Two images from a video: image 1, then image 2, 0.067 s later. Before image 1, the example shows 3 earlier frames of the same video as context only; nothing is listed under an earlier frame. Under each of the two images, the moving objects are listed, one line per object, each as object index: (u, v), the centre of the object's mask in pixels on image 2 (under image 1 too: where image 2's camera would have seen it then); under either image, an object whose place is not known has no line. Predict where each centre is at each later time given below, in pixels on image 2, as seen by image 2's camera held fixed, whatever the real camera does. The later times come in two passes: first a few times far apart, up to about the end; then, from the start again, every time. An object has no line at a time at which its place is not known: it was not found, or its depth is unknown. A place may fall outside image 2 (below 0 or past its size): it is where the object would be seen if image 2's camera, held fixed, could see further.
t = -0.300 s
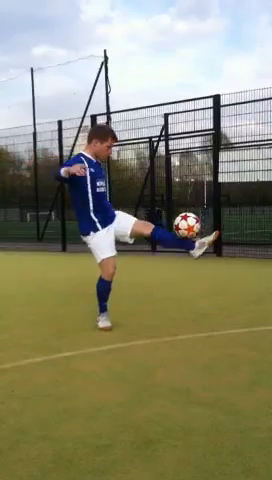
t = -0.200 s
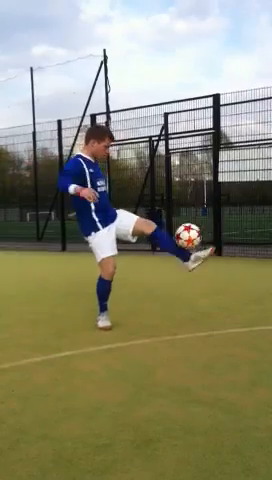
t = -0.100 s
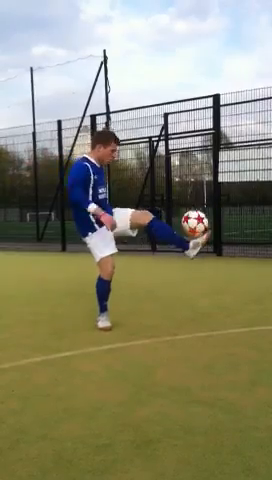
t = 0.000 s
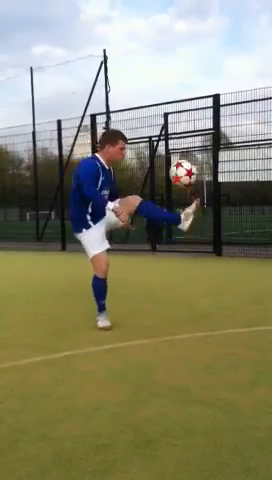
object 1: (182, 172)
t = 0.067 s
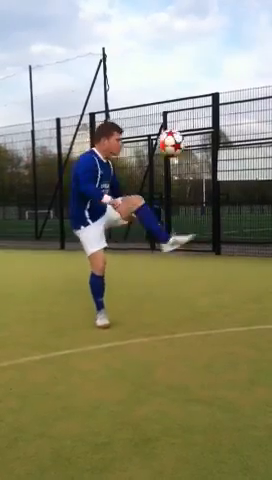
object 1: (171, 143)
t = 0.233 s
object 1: (141, 96)
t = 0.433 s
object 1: (108, 86)
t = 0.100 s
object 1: (165, 131)
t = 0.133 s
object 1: (159, 121)
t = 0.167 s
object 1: (153, 110)
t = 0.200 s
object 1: (147, 102)
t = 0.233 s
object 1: (141, 96)
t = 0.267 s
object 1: (136, 91)
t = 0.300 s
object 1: (130, 86)
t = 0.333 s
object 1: (124, 84)
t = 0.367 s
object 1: (119, 84)
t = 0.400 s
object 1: (114, 84)
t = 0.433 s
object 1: (108, 86)
